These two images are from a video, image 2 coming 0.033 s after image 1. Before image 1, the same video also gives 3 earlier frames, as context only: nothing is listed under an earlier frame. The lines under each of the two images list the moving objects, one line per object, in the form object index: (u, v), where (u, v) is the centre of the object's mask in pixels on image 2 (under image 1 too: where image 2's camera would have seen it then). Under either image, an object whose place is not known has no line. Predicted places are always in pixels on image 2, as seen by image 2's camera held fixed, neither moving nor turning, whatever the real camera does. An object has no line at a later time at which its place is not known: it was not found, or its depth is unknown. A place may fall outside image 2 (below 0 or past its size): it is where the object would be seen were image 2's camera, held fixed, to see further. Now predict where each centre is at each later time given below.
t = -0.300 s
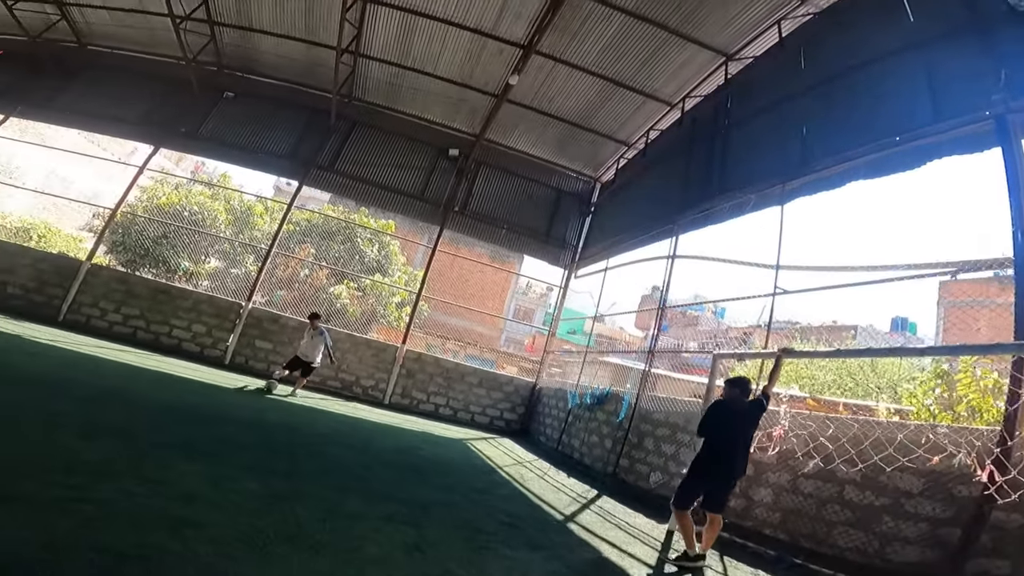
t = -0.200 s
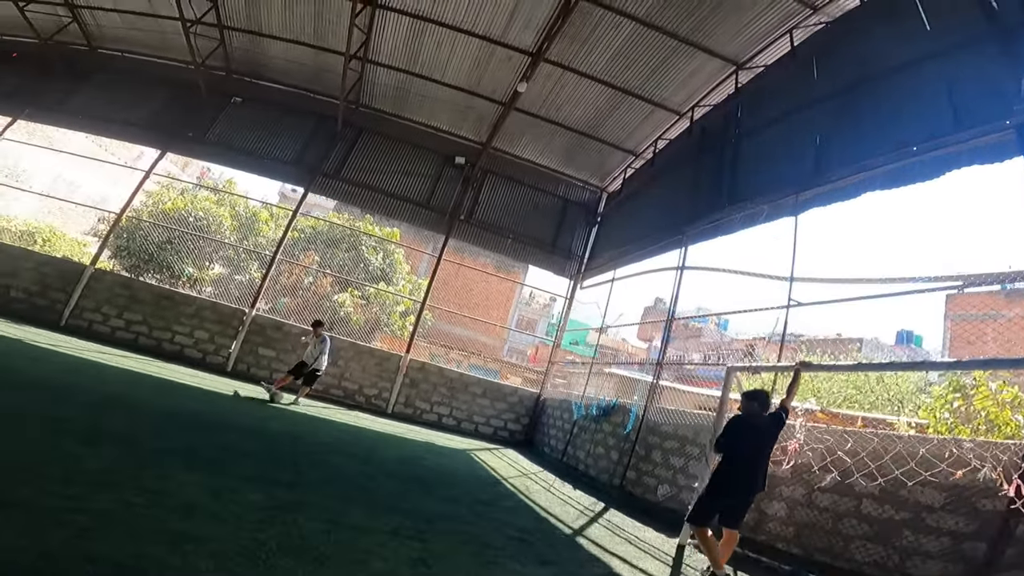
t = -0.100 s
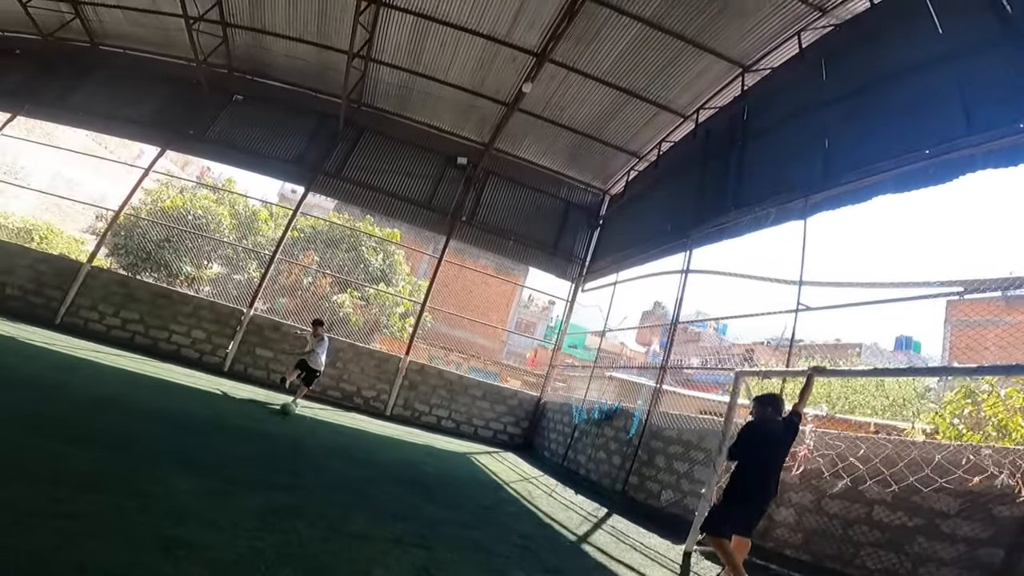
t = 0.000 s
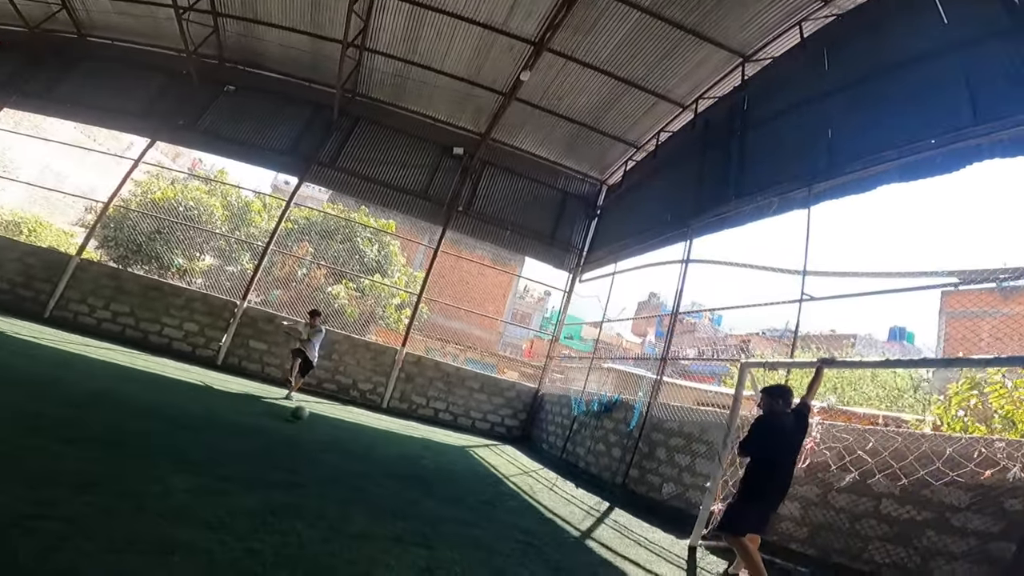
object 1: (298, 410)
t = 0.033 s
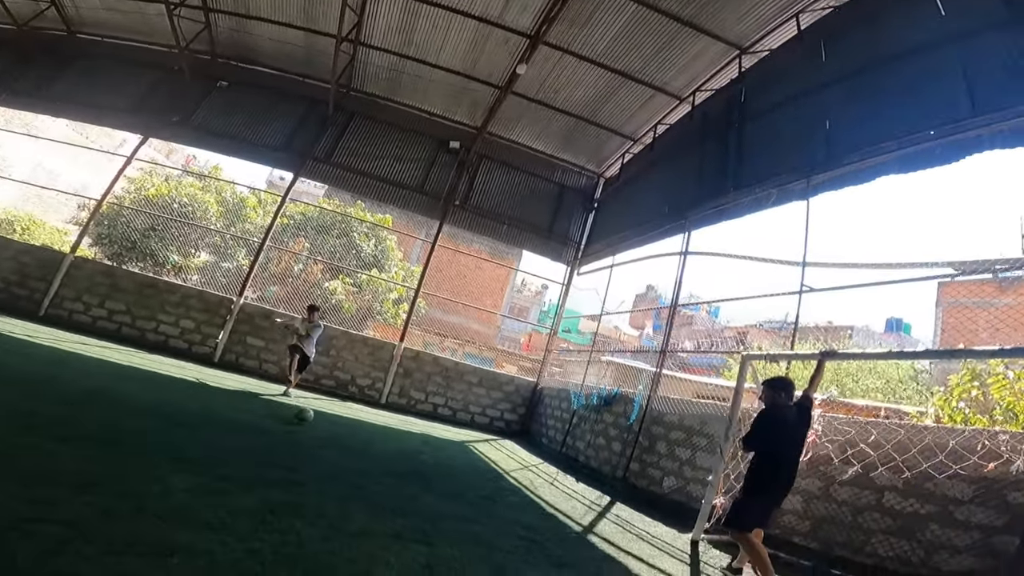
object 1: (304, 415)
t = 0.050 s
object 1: (307, 418)
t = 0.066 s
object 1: (310, 421)
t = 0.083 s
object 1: (313, 423)
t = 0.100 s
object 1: (316, 424)
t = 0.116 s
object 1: (318, 427)
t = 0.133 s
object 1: (323, 430)
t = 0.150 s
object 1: (325, 432)
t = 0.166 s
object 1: (328, 435)
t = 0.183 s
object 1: (332, 438)
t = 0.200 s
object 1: (336, 440)
